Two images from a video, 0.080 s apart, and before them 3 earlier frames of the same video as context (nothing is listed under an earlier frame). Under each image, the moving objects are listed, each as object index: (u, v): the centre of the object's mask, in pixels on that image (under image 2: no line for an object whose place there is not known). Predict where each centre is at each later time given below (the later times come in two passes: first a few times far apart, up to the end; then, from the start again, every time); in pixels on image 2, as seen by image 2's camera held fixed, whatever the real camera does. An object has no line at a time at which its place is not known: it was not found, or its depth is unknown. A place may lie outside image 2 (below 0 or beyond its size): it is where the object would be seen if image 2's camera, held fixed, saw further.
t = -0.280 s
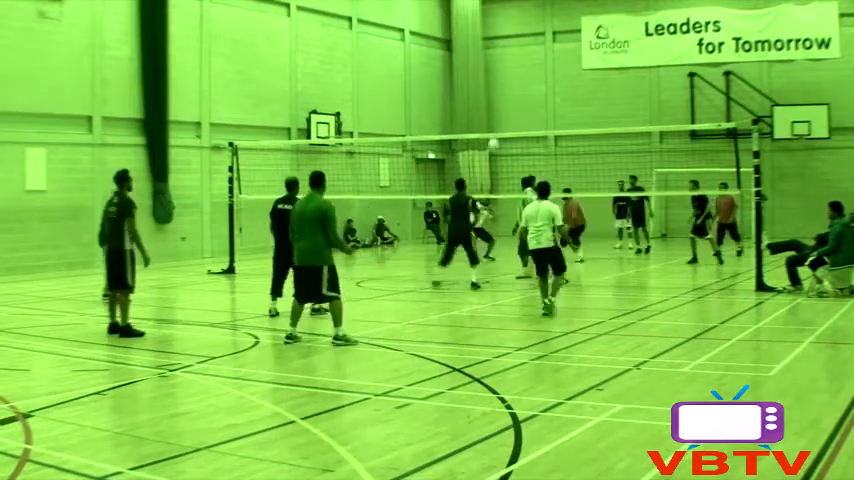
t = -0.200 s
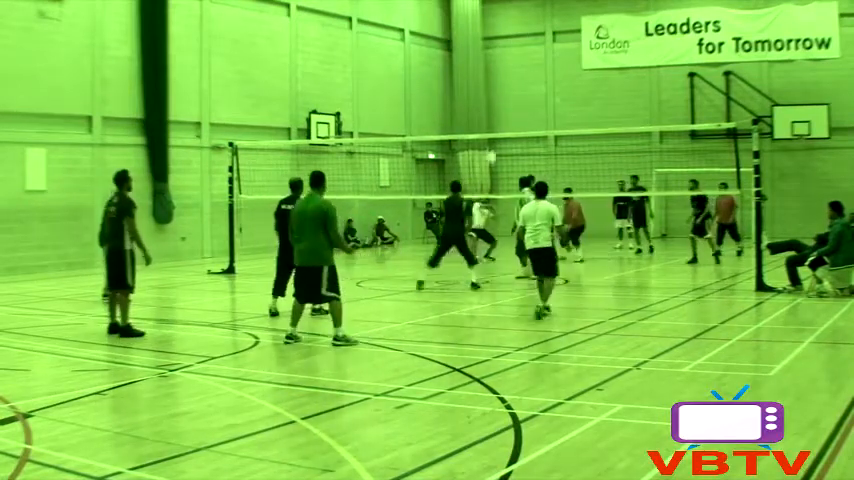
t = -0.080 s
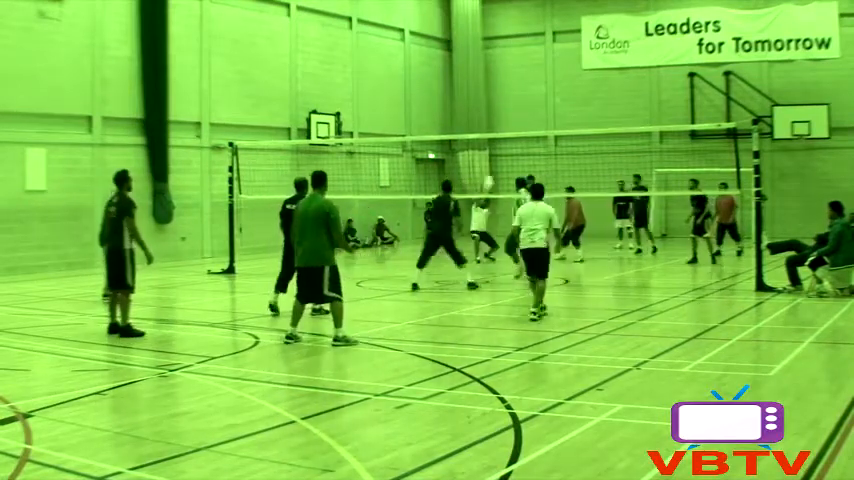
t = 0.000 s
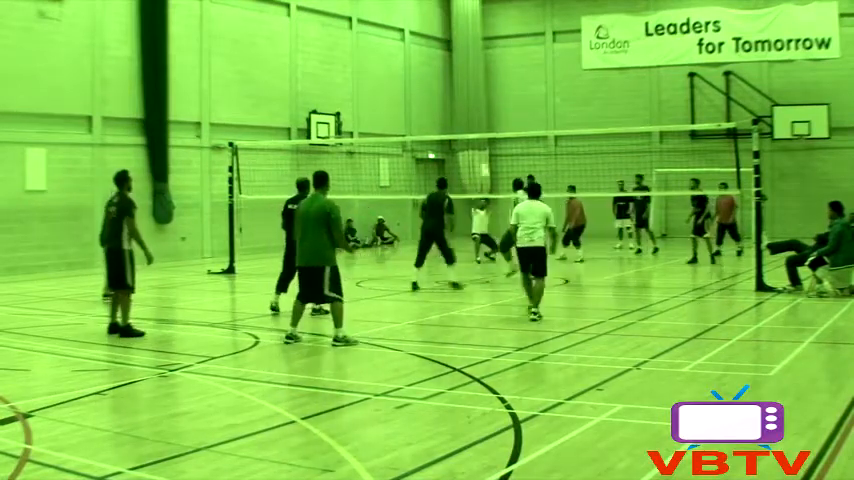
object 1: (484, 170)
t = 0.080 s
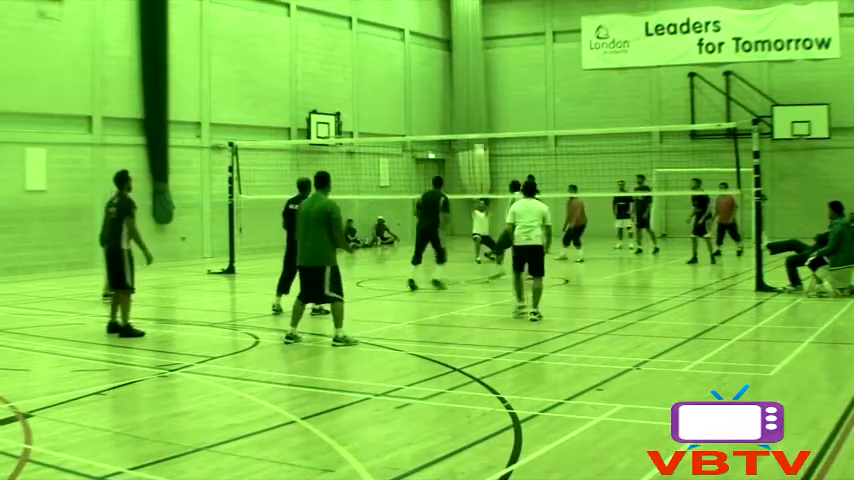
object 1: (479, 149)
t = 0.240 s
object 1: (469, 115)
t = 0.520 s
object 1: (451, 72)
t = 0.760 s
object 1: (435, 64)
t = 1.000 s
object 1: (417, 94)
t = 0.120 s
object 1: (477, 142)
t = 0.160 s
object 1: (474, 129)
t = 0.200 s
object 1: (472, 122)
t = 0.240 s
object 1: (469, 115)
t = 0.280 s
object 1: (467, 107)
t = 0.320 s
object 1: (464, 100)
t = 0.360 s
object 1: (462, 94)
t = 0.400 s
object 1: (459, 87)
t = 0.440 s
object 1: (456, 82)
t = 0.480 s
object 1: (454, 77)
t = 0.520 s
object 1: (451, 72)
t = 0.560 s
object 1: (448, 69)
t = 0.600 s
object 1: (445, 67)
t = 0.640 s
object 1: (443, 65)
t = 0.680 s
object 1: (440, 64)
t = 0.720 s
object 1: (437, 64)
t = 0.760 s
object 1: (435, 64)
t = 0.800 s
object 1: (432, 66)
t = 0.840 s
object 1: (429, 69)
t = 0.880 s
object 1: (426, 72)
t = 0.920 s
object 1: (424, 78)
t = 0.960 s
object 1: (421, 87)
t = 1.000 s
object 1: (417, 94)
